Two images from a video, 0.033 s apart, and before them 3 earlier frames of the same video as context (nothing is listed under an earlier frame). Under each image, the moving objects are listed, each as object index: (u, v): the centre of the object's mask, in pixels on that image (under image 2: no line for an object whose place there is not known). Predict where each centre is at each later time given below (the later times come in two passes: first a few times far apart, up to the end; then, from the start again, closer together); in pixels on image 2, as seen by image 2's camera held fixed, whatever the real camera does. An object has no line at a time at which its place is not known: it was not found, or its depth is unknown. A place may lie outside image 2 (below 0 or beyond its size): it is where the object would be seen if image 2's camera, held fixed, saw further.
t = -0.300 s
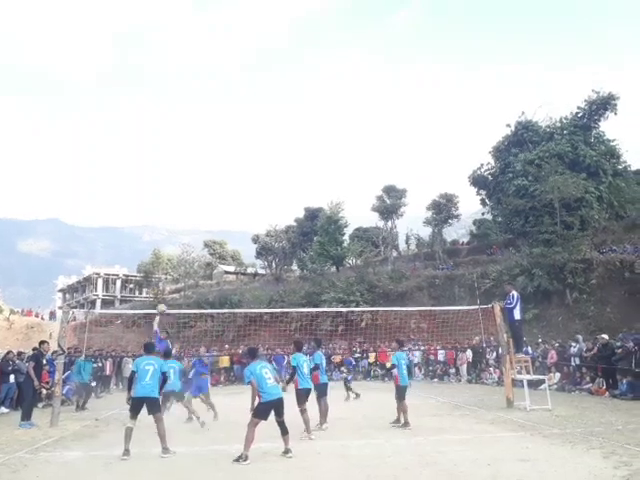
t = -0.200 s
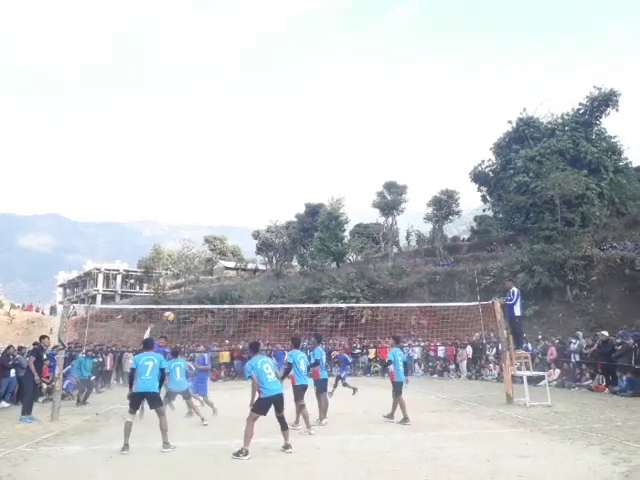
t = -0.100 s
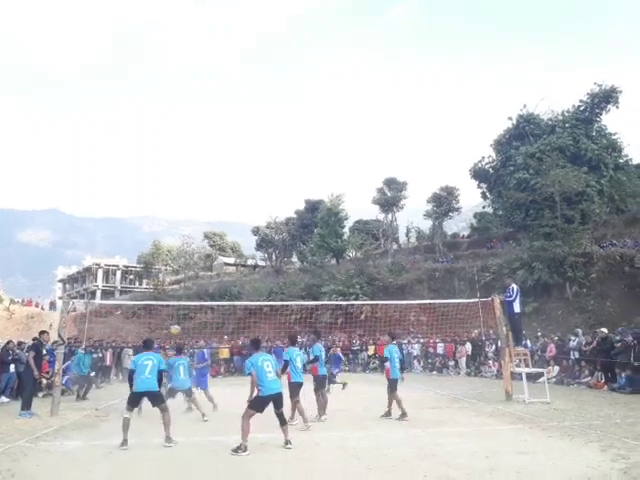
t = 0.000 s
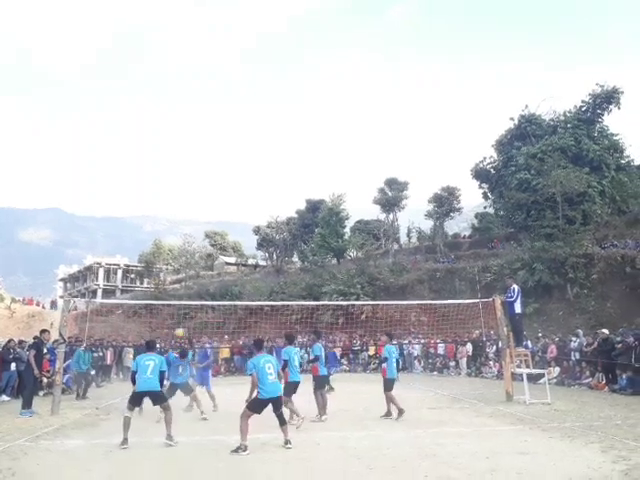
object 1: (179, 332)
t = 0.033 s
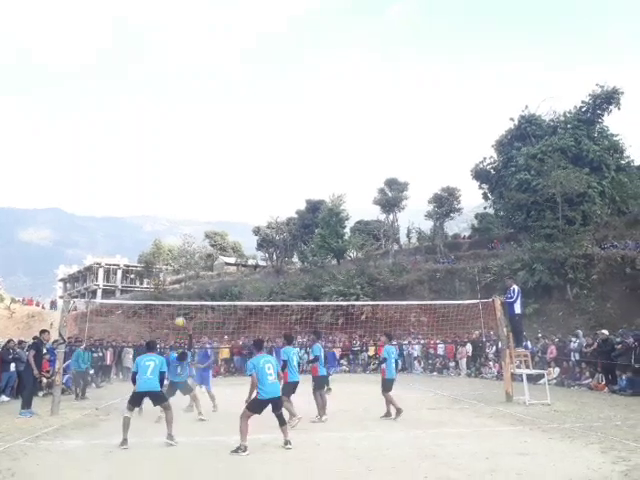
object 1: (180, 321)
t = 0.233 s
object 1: (182, 262)
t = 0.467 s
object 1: (189, 217)
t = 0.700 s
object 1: (193, 195)
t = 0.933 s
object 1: (197, 201)
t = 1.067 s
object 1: (201, 220)
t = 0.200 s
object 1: (183, 270)
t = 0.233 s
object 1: (182, 262)
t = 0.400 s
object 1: (188, 227)
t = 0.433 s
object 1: (188, 221)
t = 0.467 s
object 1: (189, 217)
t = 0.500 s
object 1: (189, 211)
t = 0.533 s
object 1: (190, 208)
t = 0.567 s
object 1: (191, 204)
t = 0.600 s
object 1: (191, 201)
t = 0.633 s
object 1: (192, 198)
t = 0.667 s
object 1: (192, 196)
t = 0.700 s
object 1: (193, 195)
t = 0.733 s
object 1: (194, 194)
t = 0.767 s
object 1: (194, 194)
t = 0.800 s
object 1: (194, 194)
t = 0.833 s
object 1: (195, 194)
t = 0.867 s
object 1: (196, 196)
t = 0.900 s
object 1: (196, 198)
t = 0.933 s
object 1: (197, 201)
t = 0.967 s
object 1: (198, 205)
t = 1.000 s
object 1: (199, 209)
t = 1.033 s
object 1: (200, 214)
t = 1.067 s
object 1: (201, 220)
